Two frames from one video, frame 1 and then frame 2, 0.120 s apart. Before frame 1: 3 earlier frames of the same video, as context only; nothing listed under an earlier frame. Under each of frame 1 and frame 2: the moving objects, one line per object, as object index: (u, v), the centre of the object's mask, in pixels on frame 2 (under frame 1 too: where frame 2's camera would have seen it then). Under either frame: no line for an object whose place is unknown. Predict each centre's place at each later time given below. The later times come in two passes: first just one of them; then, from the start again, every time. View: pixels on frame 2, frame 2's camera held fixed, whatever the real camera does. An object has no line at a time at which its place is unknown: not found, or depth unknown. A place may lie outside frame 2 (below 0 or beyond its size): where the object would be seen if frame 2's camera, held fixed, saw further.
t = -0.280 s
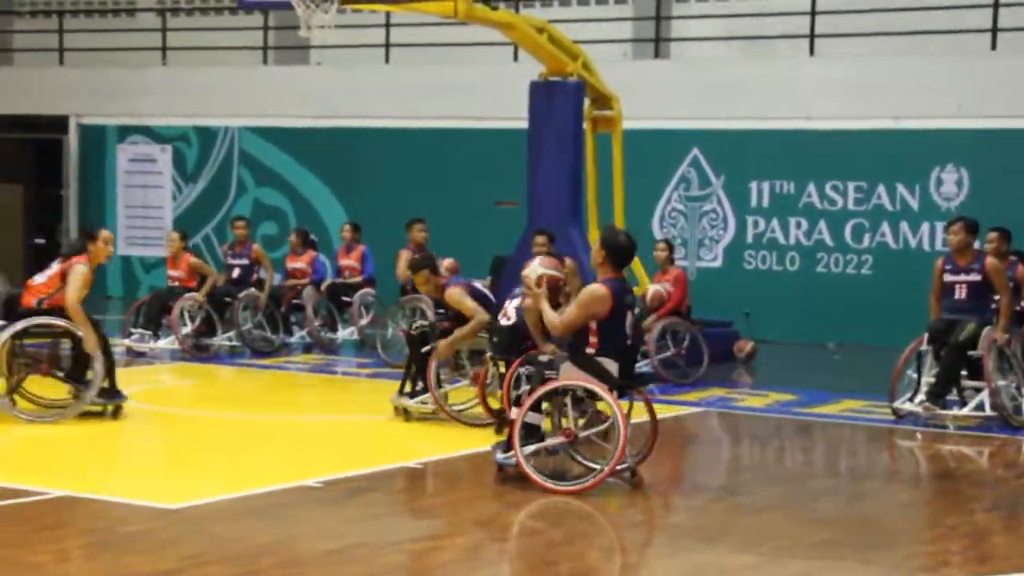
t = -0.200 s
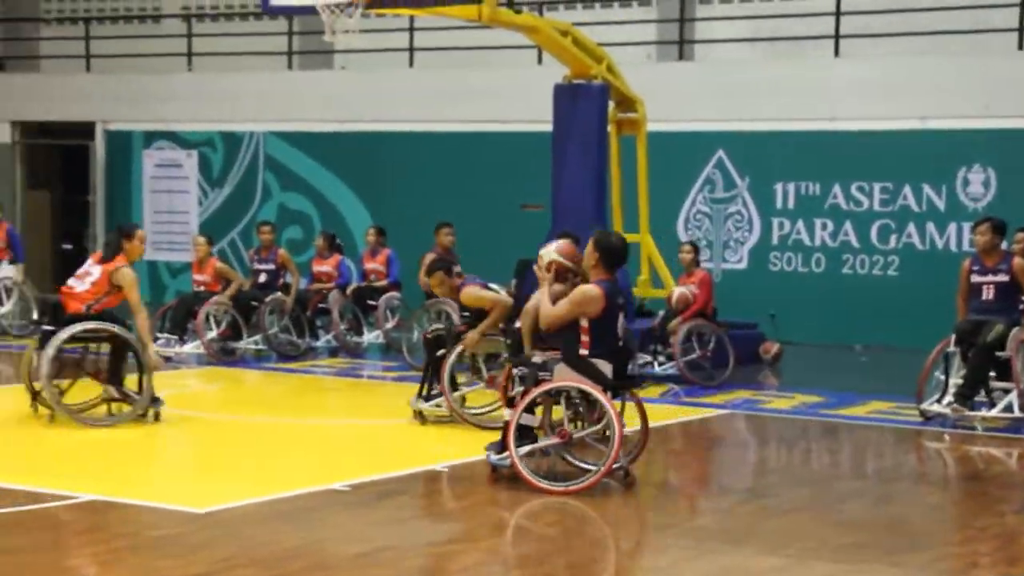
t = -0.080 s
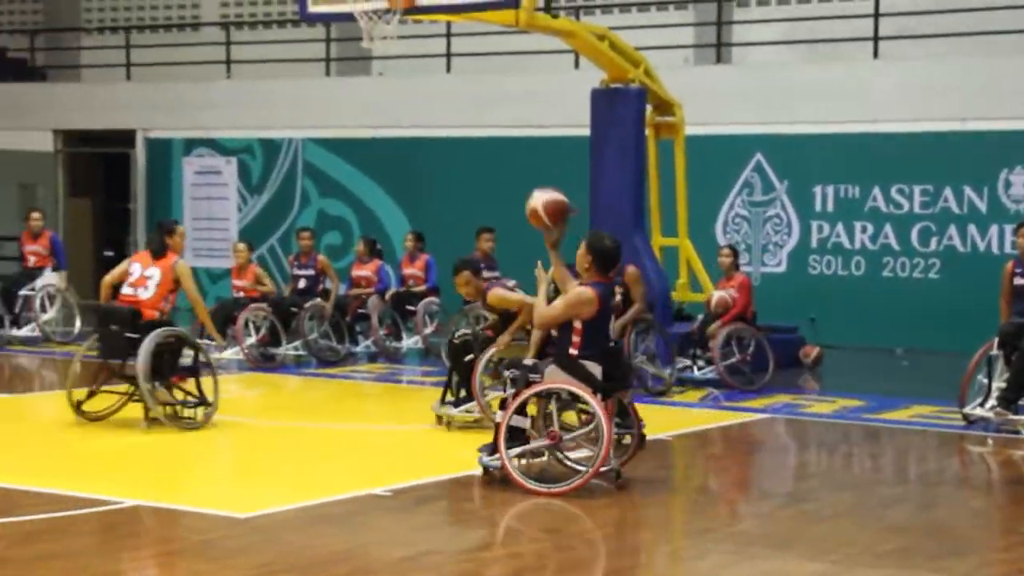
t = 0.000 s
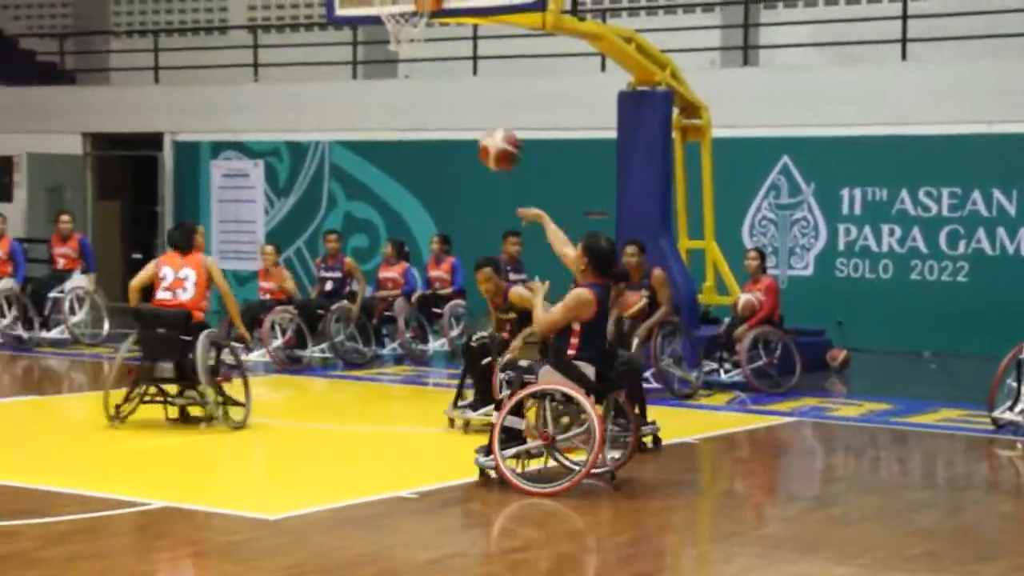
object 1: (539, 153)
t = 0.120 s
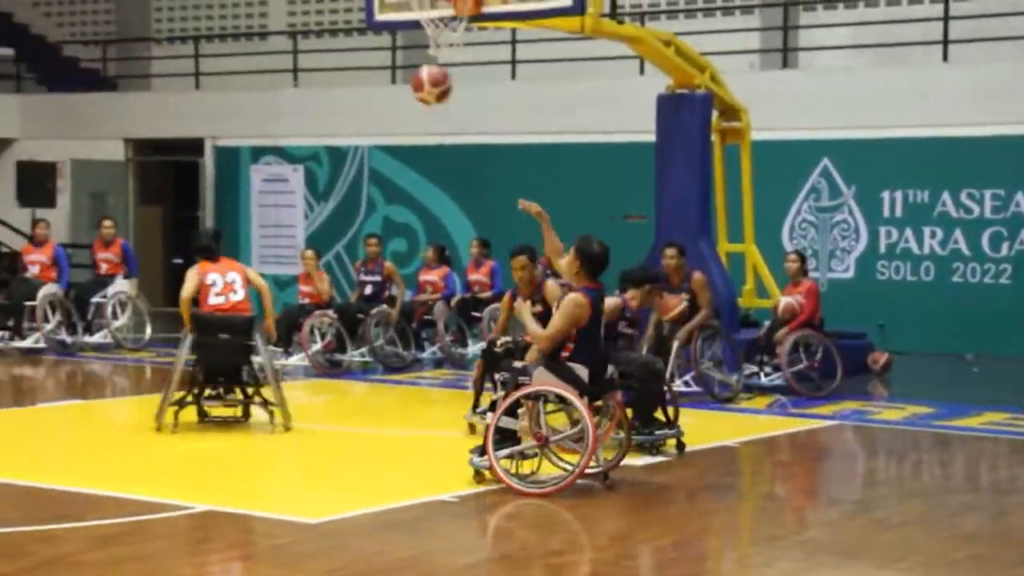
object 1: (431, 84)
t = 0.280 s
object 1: (301, 36)
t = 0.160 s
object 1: (397, 68)
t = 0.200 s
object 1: (365, 54)
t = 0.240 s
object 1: (332, 43)
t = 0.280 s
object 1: (301, 36)
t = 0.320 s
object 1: (272, 31)
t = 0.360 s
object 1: (242, 27)
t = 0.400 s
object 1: (215, 27)
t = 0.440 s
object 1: (186, 29)
